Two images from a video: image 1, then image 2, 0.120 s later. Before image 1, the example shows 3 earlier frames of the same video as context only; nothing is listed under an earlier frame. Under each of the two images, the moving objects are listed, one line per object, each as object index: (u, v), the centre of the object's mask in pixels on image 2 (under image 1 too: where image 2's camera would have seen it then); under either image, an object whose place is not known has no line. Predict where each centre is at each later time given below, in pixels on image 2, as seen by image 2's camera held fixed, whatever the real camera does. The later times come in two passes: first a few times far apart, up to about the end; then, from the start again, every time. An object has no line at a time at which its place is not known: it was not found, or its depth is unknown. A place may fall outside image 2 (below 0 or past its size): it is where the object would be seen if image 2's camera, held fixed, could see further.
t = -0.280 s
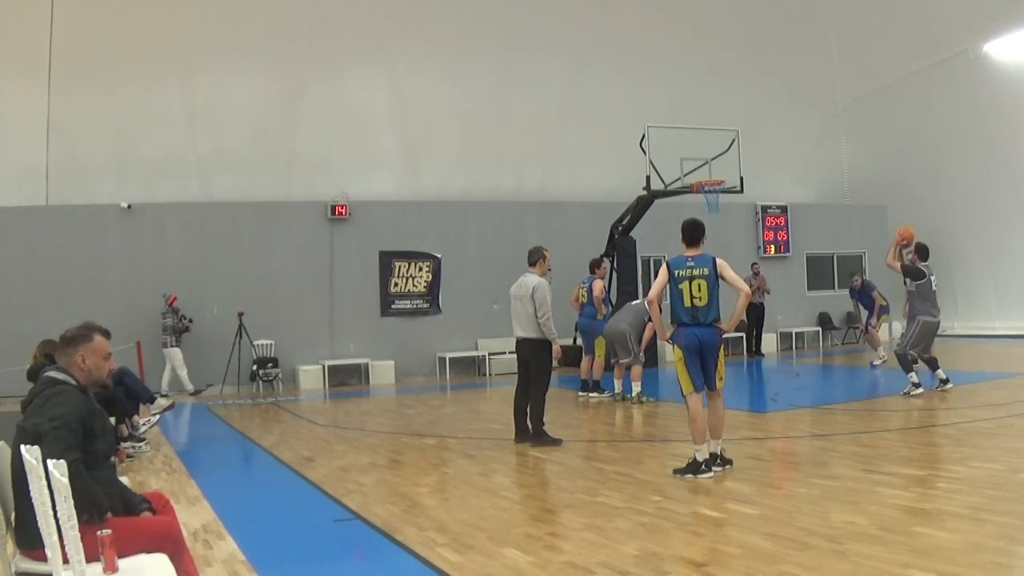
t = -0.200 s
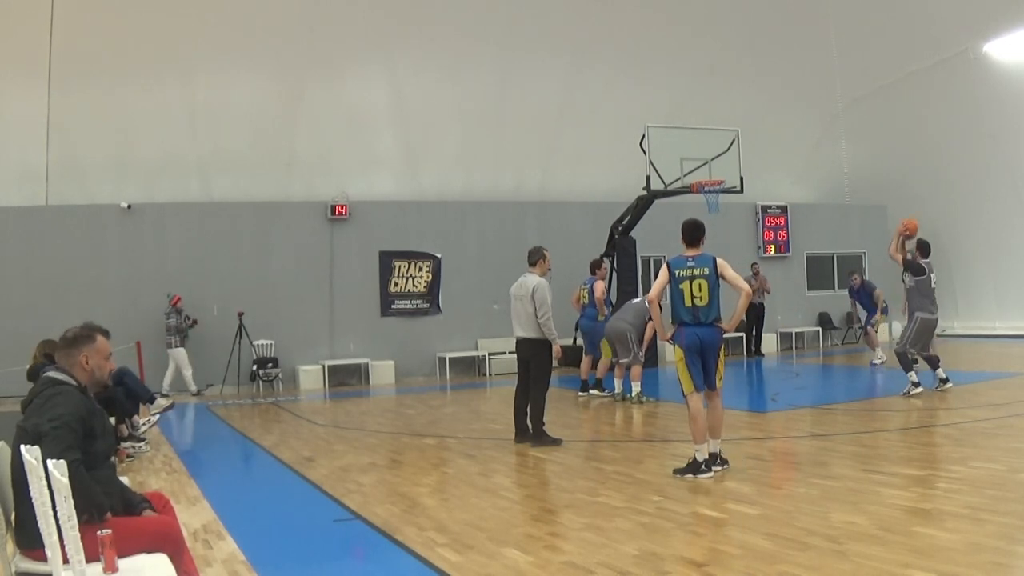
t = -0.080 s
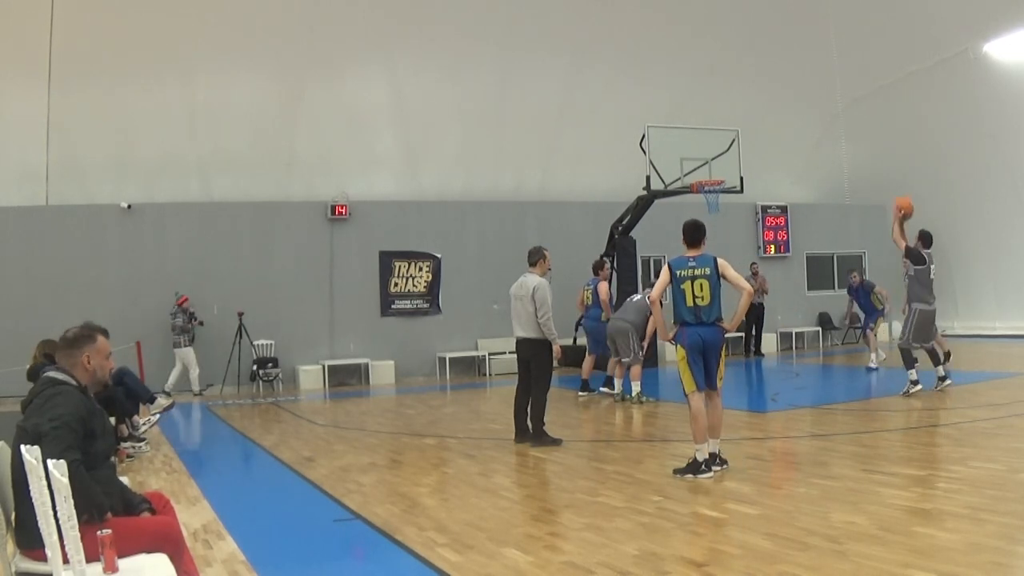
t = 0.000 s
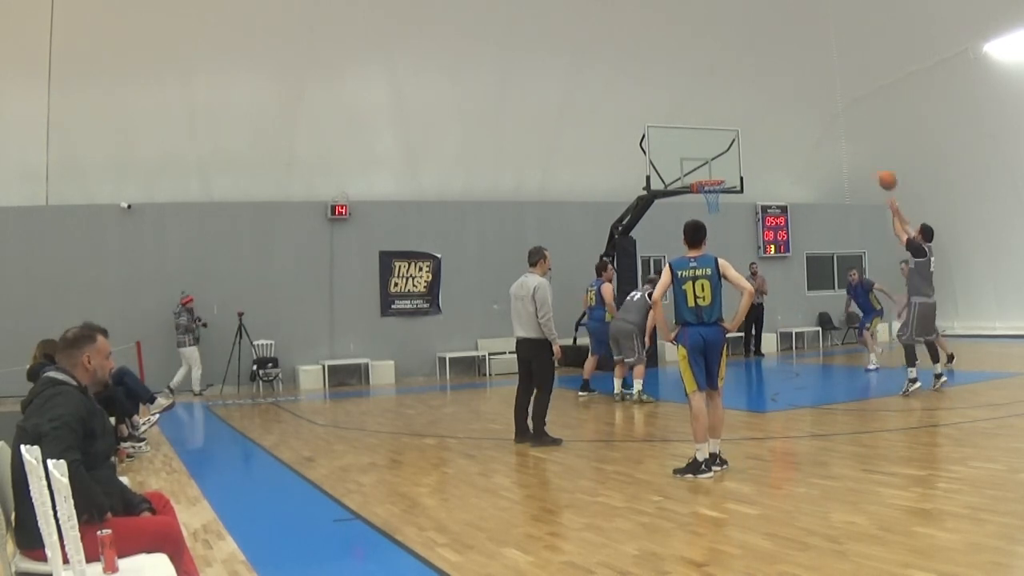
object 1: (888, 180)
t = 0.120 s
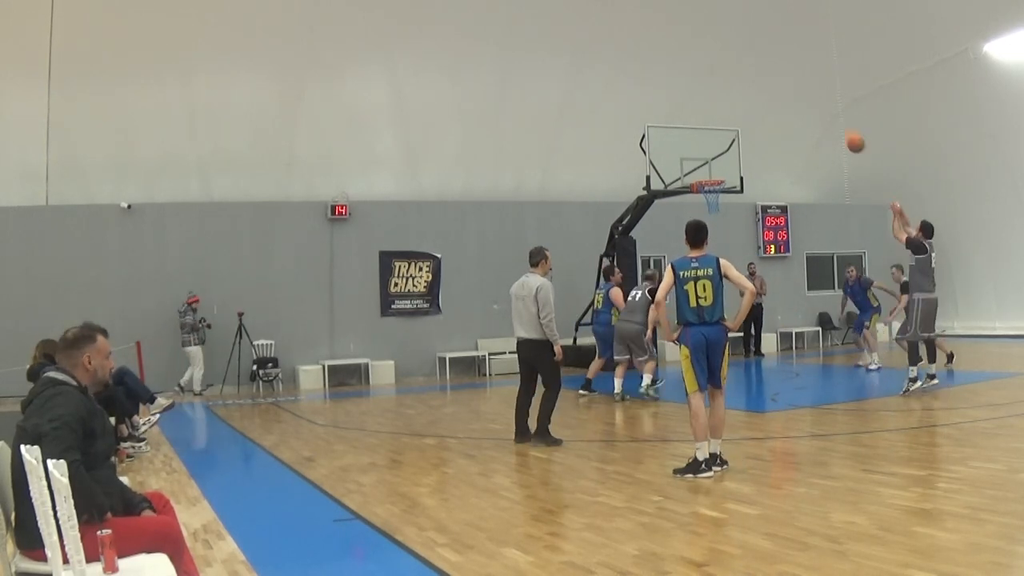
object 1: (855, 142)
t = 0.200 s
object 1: (838, 125)
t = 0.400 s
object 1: (792, 104)
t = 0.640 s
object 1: (746, 116)
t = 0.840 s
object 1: (714, 150)
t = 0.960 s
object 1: (703, 171)
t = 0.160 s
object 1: (845, 133)
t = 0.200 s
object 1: (838, 125)
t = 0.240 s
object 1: (827, 119)
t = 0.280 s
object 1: (818, 113)
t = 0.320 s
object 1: (809, 108)
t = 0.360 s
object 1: (800, 106)
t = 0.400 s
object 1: (792, 104)
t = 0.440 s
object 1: (784, 104)
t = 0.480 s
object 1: (776, 104)
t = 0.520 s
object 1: (768, 105)
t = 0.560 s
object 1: (761, 108)
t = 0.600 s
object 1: (753, 111)
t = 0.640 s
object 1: (746, 116)
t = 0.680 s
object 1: (739, 121)
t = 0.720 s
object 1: (733, 127)
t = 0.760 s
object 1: (726, 134)
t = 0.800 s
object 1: (720, 142)
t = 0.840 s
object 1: (714, 150)
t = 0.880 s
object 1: (708, 160)
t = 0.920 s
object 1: (702, 171)
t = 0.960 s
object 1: (703, 171)
